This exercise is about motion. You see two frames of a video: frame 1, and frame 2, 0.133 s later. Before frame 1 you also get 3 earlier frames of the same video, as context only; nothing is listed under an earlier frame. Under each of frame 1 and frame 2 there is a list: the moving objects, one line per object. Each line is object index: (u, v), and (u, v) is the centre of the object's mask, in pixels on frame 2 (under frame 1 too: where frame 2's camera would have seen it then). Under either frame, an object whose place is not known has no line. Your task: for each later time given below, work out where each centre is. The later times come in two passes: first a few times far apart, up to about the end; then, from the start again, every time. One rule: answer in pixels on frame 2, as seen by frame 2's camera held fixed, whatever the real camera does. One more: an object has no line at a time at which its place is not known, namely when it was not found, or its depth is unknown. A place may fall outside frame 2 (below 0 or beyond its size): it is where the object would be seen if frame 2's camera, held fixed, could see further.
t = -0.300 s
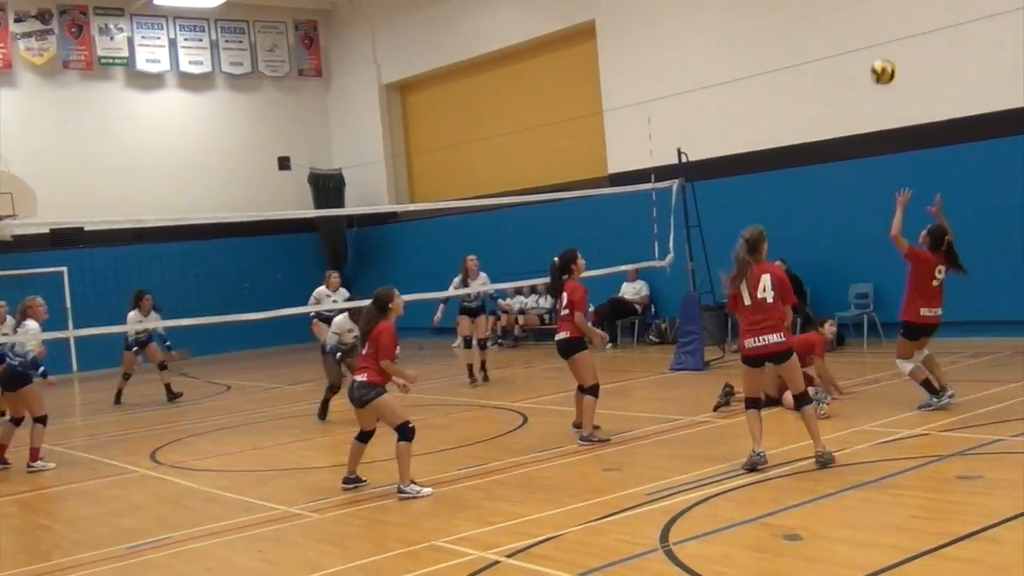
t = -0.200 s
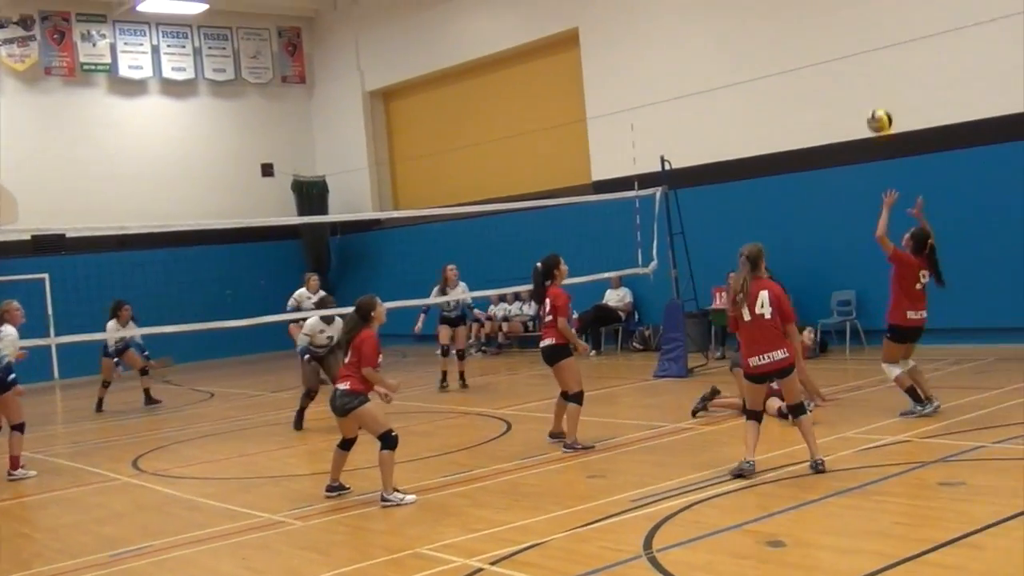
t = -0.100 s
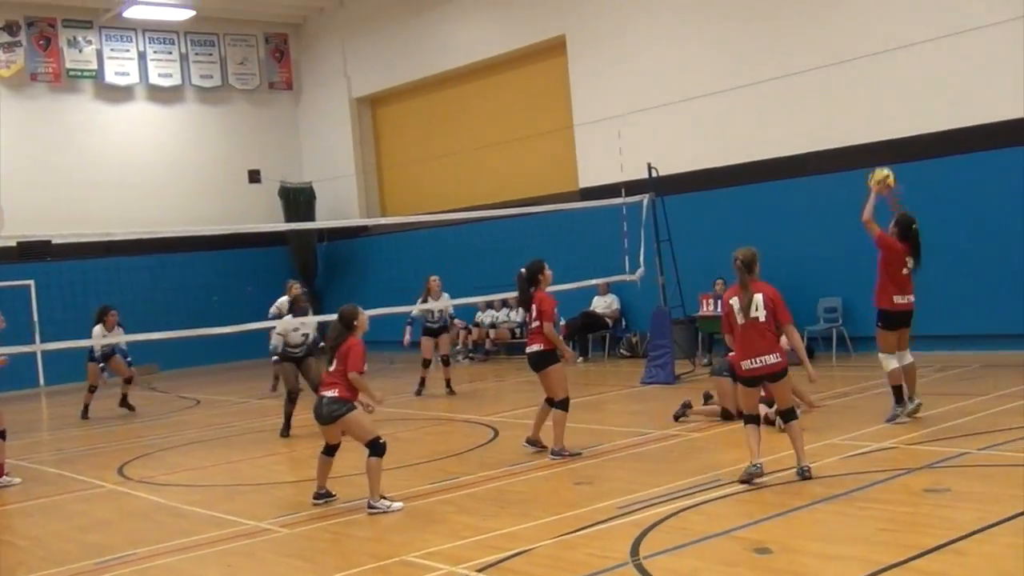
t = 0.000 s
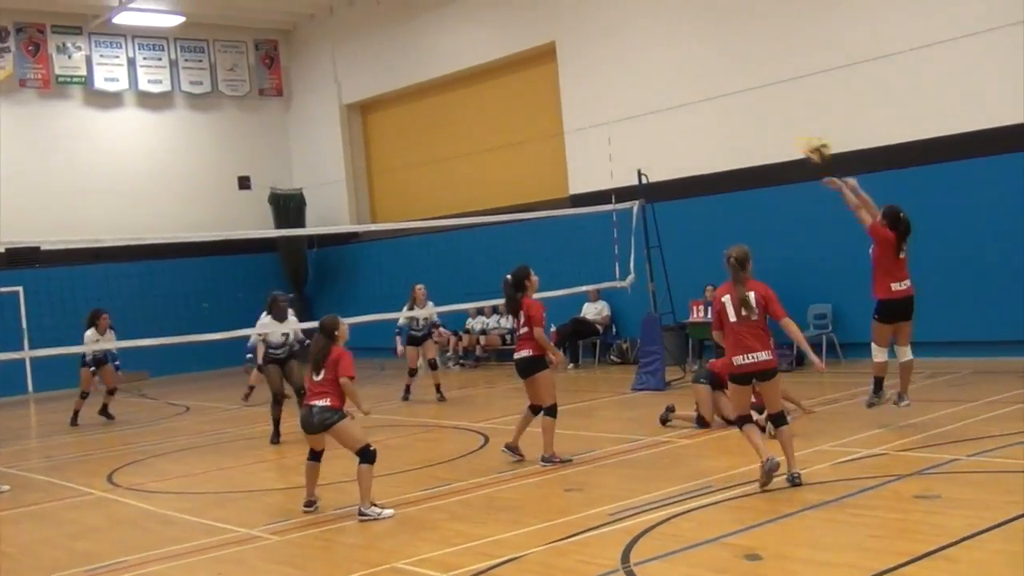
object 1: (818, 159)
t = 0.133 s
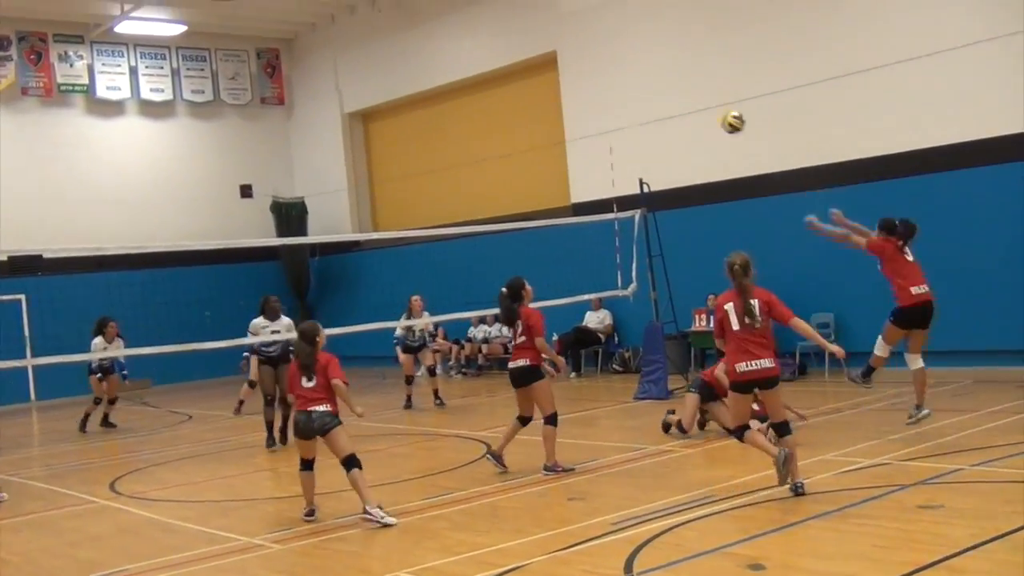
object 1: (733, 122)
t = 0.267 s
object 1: (661, 109)
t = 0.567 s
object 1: (540, 141)
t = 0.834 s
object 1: (462, 220)
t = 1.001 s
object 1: (423, 292)
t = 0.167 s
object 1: (714, 117)
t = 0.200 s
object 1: (696, 113)
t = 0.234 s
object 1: (678, 111)
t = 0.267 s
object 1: (661, 109)
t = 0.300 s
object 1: (645, 109)
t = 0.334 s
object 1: (630, 109)
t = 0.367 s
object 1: (616, 111)
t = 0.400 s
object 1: (602, 114)
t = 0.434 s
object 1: (589, 118)
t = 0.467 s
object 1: (576, 122)
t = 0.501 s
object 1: (564, 127)
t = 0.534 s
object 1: (552, 134)
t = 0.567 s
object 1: (540, 141)
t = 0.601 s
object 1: (529, 148)
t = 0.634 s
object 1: (518, 157)
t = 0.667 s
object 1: (509, 166)
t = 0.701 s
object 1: (499, 177)
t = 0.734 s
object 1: (489, 186)
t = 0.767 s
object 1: (480, 197)
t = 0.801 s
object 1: (471, 209)
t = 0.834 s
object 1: (462, 220)
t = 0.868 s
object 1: (453, 235)
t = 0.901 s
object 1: (445, 248)
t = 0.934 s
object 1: (438, 262)
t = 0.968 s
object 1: (431, 277)
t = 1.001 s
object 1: (423, 292)
